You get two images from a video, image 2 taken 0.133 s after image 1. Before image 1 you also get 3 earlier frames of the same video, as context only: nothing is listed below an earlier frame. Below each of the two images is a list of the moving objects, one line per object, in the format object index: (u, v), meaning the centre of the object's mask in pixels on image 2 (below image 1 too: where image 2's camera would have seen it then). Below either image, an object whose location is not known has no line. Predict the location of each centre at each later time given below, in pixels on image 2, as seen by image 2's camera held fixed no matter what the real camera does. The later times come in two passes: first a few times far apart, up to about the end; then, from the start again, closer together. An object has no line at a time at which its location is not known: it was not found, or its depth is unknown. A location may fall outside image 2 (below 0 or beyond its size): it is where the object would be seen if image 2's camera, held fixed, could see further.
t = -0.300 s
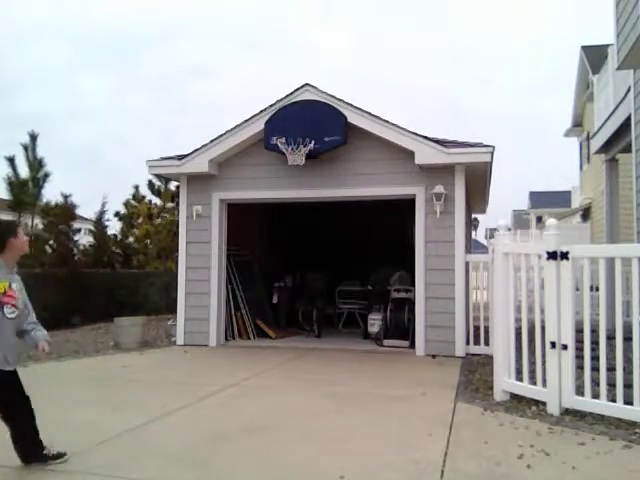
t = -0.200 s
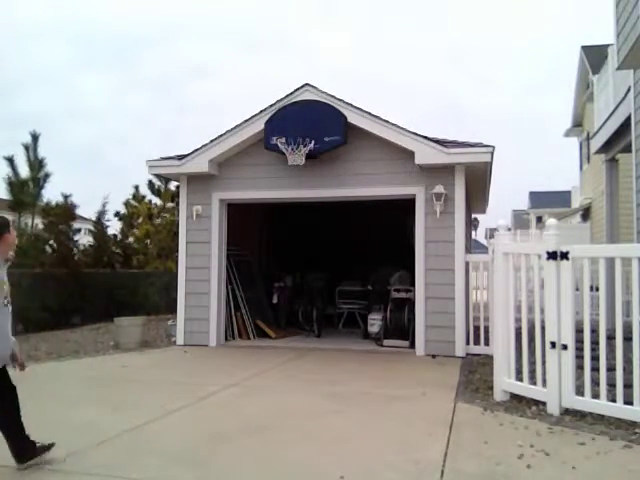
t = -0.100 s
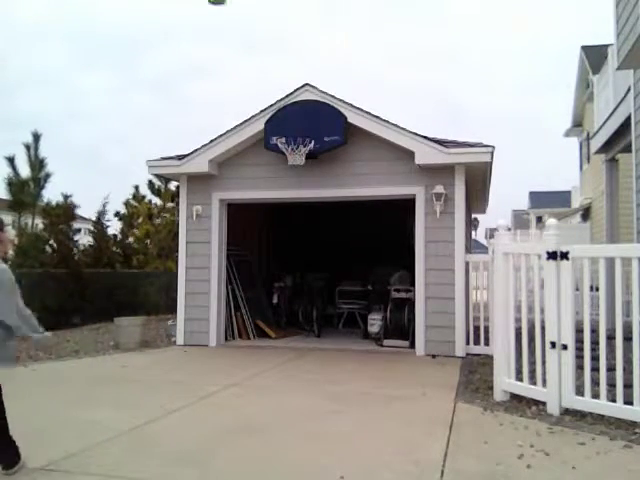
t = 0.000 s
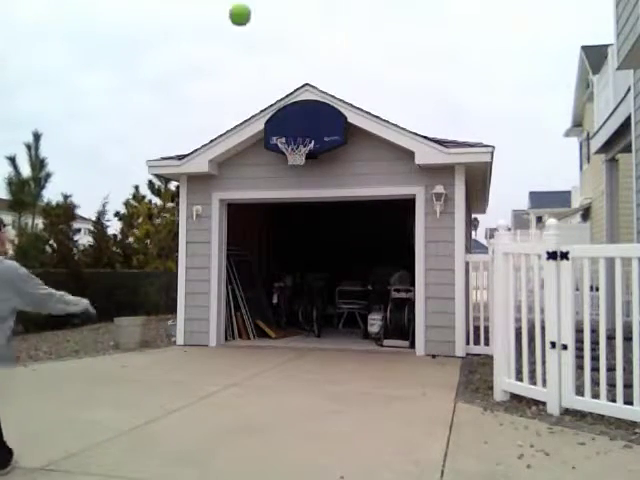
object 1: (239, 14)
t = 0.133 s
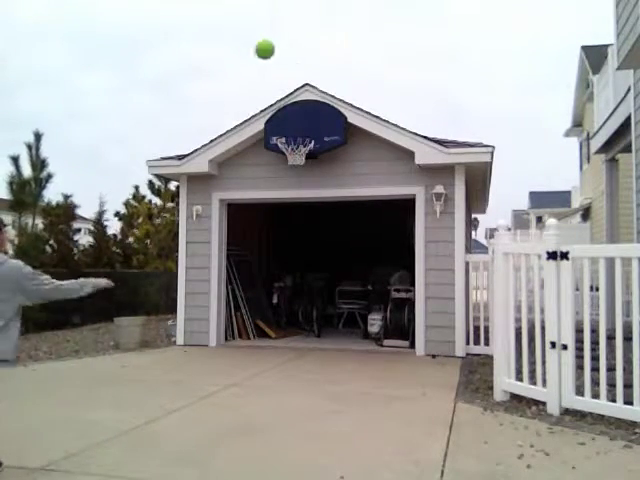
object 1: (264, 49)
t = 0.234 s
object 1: (278, 78)
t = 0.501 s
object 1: (284, 125)
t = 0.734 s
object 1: (301, 99)
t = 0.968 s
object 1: (319, 117)
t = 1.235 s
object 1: (342, 199)
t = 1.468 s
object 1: (363, 323)
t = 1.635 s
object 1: (378, 335)
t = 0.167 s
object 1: (269, 59)
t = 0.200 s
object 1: (274, 68)
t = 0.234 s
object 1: (278, 78)
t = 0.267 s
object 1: (282, 88)
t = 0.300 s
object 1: (287, 101)
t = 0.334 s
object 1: (290, 109)
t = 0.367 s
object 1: (289, 115)
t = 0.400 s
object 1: (287, 119)
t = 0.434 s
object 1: (284, 125)
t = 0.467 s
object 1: (282, 130)
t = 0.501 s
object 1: (284, 125)
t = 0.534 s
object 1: (286, 119)
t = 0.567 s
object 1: (289, 114)
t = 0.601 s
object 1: (291, 108)
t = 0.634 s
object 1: (294, 105)
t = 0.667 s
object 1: (296, 102)
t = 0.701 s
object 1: (298, 100)
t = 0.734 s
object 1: (301, 99)
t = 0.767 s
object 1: (302, 100)
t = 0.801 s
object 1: (306, 98)
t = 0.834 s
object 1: (308, 100)
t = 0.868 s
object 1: (311, 103)
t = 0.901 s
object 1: (314, 107)
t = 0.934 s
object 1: (317, 111)
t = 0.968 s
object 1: (319, 117)
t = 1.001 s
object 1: (322, 124)
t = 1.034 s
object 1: (325, 132)
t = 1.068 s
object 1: (328, 140)
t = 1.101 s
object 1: (331, 150)
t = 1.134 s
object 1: (333, 159)
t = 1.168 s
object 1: (336, 169)
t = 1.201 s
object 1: (339, 185)
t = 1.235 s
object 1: (342, 199)
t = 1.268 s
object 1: (345, 214)
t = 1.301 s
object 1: (348, 229)
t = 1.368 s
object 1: (354, 264)
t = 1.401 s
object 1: (357, 282)
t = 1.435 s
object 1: (361, 302)
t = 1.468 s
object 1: (363, 323)
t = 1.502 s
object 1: (366, 343)
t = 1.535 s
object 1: (370, 369)
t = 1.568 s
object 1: (373, 365)
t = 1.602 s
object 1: (375, 350)
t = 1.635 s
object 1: (378, 335)
